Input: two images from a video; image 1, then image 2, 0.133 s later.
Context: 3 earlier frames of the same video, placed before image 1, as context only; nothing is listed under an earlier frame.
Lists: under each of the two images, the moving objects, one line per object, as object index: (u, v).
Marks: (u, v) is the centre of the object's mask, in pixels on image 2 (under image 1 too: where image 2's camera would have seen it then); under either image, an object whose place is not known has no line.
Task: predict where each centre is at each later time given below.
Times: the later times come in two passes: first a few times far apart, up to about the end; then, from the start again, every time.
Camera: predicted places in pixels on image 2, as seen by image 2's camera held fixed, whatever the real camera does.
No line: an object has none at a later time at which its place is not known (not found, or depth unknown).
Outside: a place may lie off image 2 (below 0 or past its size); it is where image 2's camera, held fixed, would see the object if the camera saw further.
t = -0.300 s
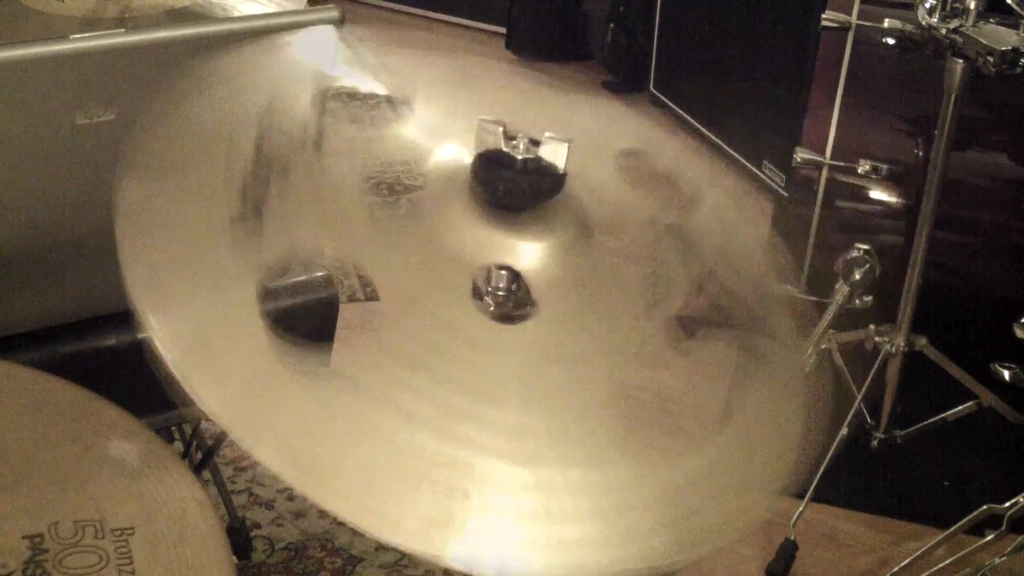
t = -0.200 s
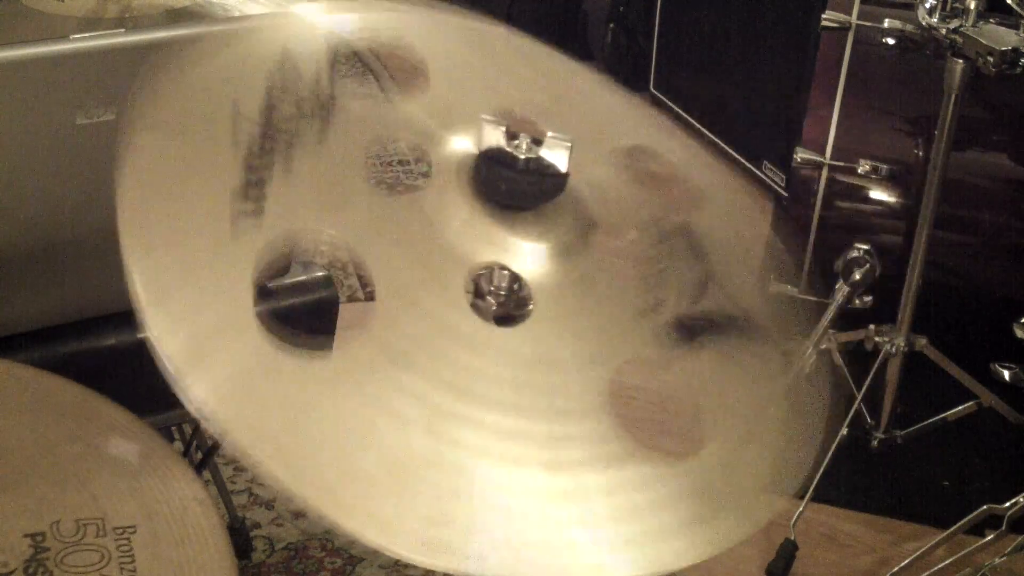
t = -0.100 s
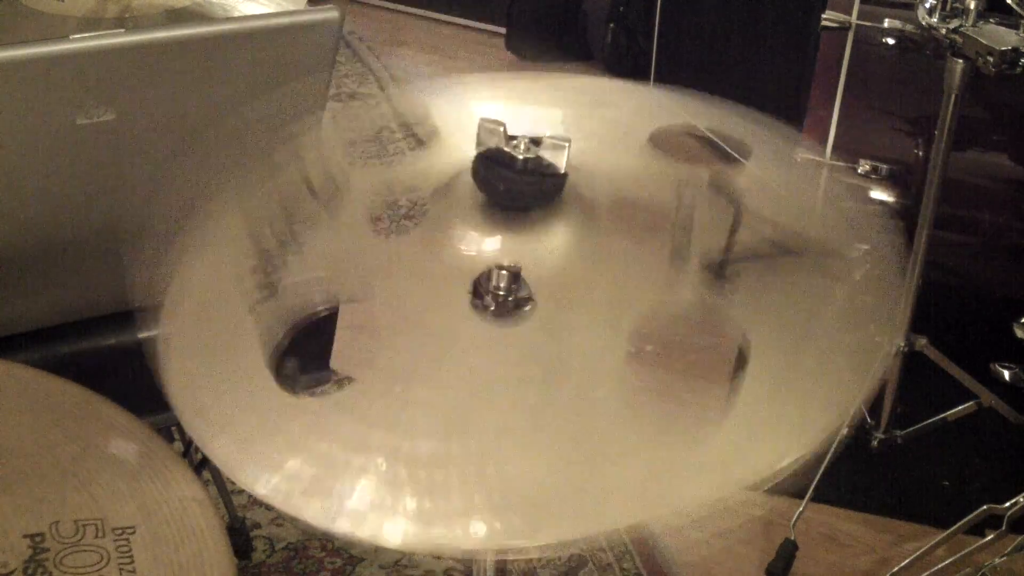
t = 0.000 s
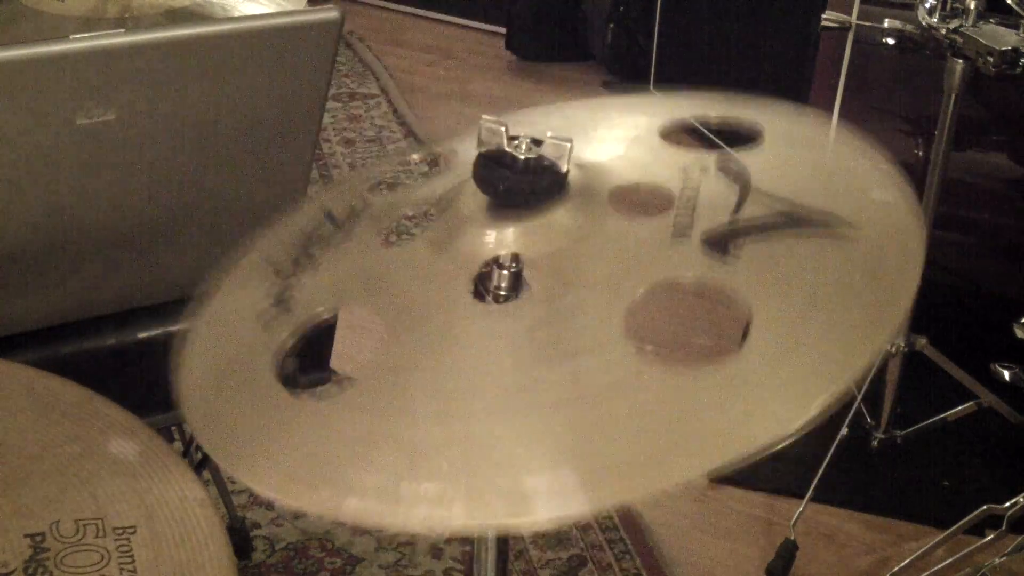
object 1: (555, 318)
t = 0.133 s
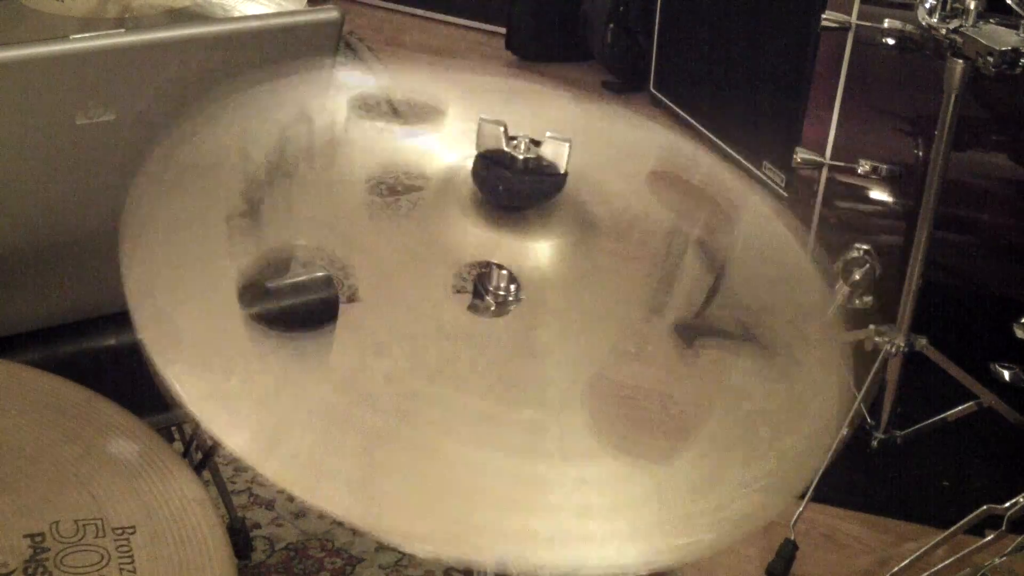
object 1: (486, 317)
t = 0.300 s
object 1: (464, 294)
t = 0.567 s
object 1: (538, 325)
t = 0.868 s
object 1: (473, 298)
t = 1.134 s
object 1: (523, 321)
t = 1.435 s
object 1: (482, 308)
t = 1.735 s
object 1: (515, 322)
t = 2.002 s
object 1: (492, 315)
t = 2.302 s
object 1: (502, 319)
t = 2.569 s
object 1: (503, 320)
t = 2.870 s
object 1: (499, 319)
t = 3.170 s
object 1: (501, 319)
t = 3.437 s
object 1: (501, 319)
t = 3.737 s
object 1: (501, 319)
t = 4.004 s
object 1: (501, 319)
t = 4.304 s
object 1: (501, 319)
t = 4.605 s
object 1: (501, 319)
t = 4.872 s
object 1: (501, 319)
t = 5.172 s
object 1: (501, 319)
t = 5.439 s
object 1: (501, 319)
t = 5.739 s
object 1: (501, 319)
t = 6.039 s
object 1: (501, 319)
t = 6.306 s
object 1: (501, 319)
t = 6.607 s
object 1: (501, 319)
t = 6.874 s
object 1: (501, 319)
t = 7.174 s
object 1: (501, 319)
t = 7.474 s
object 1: (501, 319)
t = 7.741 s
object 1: (501, 319)
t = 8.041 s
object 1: (501, 319)
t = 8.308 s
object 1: (501, 319)
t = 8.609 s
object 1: (502, 319)
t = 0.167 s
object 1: (473, 306)
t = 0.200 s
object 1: (462, 297)
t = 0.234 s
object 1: (458, 293)
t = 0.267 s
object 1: (459, 291)
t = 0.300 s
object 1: (464, 294)
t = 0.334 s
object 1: (472, 299)
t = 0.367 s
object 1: (485, 305)
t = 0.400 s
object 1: (501, 313)
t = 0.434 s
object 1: (514, 314)
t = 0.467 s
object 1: (525, 316)
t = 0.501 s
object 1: (535, 318)
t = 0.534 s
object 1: (538, 323)
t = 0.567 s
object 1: (538, 325)
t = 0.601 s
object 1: (535, 327)
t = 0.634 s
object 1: (526, 324)
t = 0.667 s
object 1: (515, 325)
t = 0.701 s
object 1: (502, 323)
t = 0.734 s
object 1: (490, 316)
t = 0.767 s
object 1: (481, 308)
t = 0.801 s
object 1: (475, 302)
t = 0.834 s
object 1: (473, 299)
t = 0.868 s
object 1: (473, 298)
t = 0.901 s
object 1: (475, 300)
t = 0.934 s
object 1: (480, 303)
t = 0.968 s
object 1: (488, 309)
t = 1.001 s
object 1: (497, 313)
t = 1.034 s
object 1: (507, 317)
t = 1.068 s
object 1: (515, 319)
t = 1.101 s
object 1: (520, 320)
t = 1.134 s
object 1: (523, 321)
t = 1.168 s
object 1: (523, 322)
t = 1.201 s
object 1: (521, 323)
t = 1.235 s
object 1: (514, 323)
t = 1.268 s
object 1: (506, 322)
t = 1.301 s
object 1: (498, 319)
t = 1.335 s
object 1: (490, 313)
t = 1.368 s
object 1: (486, 310)
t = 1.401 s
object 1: (483, 308)
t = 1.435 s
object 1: (482, 308)
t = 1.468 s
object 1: (484, 309)
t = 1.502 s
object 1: (487, 312)
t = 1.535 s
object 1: (494, 315)
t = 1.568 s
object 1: (500, 318)
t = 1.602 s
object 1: (508, 319)
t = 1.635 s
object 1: (514, 321)
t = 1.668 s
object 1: (516, 322)
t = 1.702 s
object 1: (516, 322)
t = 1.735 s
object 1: (515, 322)
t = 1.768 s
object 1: (511, 322)
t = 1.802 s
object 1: (505, 320)
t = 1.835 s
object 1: (499, 318)
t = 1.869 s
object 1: (494, 316)
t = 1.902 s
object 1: (491, 315)
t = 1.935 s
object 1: (489, 314)
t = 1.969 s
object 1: (490, 314)
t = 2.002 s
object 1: (492, 315)
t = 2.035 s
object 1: (495, 317)
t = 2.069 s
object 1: (500, 319)
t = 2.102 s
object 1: (505, 320)
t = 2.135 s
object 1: (509, 321)
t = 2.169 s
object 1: (510, 321)
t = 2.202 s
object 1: (510, 321)
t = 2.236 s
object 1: (509, 321)
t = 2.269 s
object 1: (506, 320)
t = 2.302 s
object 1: (502, 319)
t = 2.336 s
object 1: (498, 318)
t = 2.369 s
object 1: (496, 318)
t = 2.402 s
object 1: (495, 318)
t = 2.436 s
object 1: (495, 318)
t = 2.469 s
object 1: (496, 318)
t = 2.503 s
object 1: (498, 319)
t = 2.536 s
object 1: (501, 320)
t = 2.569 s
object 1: (503, 320)
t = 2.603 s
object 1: (504, 320)
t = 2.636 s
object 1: (504, 320)
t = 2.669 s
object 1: (504, 319)
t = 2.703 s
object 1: (504, 319)
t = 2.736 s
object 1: (502, 319)
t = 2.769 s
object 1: (501, 319)
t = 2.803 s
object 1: (500, 319)
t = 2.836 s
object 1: (499, 319)
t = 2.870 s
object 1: (499, 319)
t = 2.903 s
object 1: (499, 319)
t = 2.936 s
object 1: (500, 319)
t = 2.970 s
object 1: (500, 319)
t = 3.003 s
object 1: (501, 319)
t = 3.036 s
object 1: (501, 319)
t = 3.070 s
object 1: (501, 319)
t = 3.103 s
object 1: (501, 319)
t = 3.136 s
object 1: (501, 319)
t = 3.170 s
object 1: (501, 319)
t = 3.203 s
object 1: (501, 319)
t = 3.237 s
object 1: (501, 319)
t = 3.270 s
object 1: (501, 319)
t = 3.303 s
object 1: (501, 319)
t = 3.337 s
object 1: (501, 319)
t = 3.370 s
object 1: (501, 319)
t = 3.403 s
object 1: (501, 319)
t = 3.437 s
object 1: (501, 319)
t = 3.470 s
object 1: (501, 319)
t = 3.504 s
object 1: (501, 319)
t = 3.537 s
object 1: (501, 319)
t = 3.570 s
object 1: (501, 319)
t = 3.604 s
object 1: (501, 319)
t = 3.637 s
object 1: (501, 319)
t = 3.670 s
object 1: (501, 319)
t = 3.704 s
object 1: (501, 319)
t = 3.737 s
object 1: (501, 319)
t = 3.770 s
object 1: (501, 319)
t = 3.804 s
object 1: (501, 319)
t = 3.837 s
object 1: (501, 319)
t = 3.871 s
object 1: (501, 319)
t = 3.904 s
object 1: (501, 319)
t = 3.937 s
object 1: (501, 319)
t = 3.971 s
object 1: (501, 319)
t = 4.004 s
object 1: (501, 319)
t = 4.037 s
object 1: (501, 319)
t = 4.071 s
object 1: (501, 319)
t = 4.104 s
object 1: (501, 319)
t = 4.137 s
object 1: (501, 319)
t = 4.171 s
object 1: (501, 319)
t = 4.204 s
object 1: (501, 319)
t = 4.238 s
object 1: (501, 319)
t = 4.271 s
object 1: (501, 319)
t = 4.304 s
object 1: (501, 319)
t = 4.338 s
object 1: (501, 319)
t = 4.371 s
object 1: (501, 319)
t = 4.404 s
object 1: (501, 319)
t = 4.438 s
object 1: (501, 319)
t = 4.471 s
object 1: (501, 319)
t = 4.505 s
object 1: (501, 319)
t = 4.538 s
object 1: (501, 319)
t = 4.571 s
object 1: (501, 319)
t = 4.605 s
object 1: (501, 319)
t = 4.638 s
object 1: (501, 319)
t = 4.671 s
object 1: (501, 319)
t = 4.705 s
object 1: (501, 319)
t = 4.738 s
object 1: (501, 319)
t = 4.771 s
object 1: (501, 319)
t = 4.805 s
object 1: (501, 319)
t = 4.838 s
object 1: (501, 319)
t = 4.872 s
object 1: (501, 319)
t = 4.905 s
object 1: (501, 319)
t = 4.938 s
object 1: (501, 319)
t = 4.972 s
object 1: (501, 319)
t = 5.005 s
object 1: (501, 319)
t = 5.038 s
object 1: (501, 319)
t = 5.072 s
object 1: (501, 319)
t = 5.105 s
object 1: (501, 319)
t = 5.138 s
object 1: (501, 319)
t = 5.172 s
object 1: (501, 319)
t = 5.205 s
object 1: (501, 319)
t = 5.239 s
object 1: (501, 319)
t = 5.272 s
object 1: (501, 319)
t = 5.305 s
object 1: (501, 319)
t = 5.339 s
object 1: (501, 319)
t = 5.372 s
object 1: (501, 319)
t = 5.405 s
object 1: (501, 319)
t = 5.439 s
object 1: (501, 319)
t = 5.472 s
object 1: (501, 319)
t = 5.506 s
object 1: (501, 319)
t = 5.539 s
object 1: (501, 319)
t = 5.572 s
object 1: (501, 319)
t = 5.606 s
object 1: (501, 319)
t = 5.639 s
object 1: (501, 319)
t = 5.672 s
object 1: (501, 319)
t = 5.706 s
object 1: (501, 319)
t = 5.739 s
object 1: (501, 319)
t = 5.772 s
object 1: (501, 319)
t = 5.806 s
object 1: (501, 319)
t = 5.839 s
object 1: (501, 319)
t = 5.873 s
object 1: (501, 319)
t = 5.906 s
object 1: (501, 319)
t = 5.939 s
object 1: (501, 319)
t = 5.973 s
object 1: (501, 319)
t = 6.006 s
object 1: (501, 319)
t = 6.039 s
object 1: (501, 319)
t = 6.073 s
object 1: (501, 319)
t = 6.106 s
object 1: (501, 319)
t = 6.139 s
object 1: (501, 319)
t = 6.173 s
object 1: (501, 319)
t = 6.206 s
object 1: (501, 319)
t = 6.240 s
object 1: (501, 319)
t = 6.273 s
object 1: (501, 319)
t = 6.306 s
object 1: (501, 319)
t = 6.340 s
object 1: (501, 319)
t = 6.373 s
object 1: (501, 319)
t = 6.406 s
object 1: (501, 319)
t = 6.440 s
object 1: (501, 319)
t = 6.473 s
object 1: (501, 319)
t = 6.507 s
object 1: (501, 319)
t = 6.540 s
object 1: (501, 319)
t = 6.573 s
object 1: (501, 319)
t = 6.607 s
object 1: (501, 319)
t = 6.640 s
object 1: (501, 319)
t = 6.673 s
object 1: (501, 319)
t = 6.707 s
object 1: (501, 319)
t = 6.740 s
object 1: (501, 319)
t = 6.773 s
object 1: (501, 319)
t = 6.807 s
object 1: (501, 319)
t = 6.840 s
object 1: (501, 319)
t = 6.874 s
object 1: (501, 319)
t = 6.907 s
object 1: (501, 319)
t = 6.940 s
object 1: (501, 319)
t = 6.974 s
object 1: (501, 319)
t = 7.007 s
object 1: (501, 319)
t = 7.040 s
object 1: (501, 319)
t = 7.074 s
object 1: (501, 319)
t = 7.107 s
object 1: (501, 319)
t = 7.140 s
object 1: (501, 319)
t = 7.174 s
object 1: (501, 319)
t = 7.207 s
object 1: (501, 319)
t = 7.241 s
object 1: (501, 319)
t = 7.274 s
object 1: (501, 319)
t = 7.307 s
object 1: (501, 319)
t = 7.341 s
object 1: (501, 319)
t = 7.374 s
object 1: (501, 319)
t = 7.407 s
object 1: (501, 319)
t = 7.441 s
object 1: (501, 319)
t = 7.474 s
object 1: (501, 319)
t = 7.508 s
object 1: (501, 319)
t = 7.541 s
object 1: (501, 319)
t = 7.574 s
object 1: (501, 319)
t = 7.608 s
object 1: (501, 319)
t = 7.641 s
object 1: (501, 319)
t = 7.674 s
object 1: (501, 319)
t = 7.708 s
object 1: (501, 319)
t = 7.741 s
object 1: (501, 319)
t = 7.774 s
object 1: (501, 319)
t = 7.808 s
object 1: (501, 319)
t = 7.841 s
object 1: (501, 319)
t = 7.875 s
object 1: (501, 319)
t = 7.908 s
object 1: (501, 319)
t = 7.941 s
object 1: (501, 319)
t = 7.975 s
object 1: (501, 319)
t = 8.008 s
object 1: (501, 319)
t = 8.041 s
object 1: (501, 319)
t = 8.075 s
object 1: (501, 319)
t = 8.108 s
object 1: (501, 319)
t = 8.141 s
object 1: (501, 319)
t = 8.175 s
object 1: (501, 319)
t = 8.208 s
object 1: (501, 319)
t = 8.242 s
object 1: (501, 319)
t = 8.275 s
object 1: (501, 319)
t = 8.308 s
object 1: (501, 319)
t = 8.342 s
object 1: (501, 319)
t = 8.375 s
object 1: (501, 319)
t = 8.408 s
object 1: (501, 319)
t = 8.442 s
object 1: (501, 319)
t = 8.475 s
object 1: (501, 319)
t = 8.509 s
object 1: (501, 319)
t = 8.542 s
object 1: (501, 319)
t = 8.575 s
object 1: (501, 319)
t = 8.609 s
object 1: (502, 319)
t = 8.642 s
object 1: (502, 319)
